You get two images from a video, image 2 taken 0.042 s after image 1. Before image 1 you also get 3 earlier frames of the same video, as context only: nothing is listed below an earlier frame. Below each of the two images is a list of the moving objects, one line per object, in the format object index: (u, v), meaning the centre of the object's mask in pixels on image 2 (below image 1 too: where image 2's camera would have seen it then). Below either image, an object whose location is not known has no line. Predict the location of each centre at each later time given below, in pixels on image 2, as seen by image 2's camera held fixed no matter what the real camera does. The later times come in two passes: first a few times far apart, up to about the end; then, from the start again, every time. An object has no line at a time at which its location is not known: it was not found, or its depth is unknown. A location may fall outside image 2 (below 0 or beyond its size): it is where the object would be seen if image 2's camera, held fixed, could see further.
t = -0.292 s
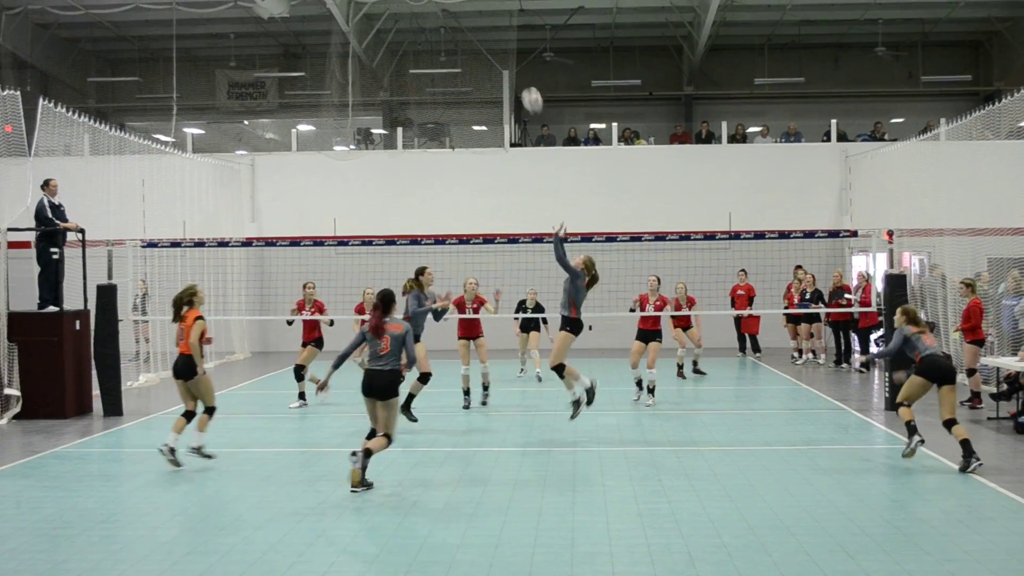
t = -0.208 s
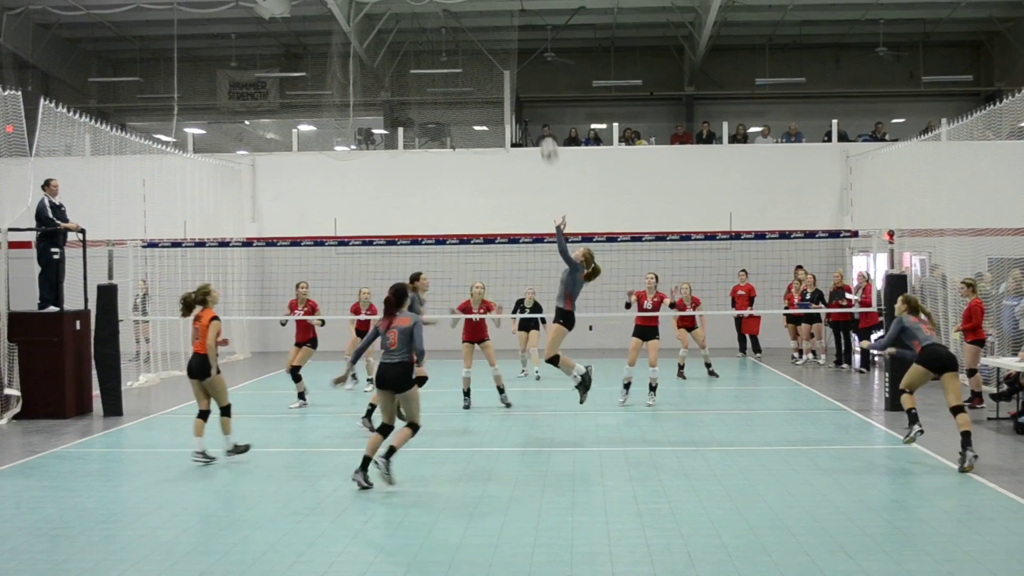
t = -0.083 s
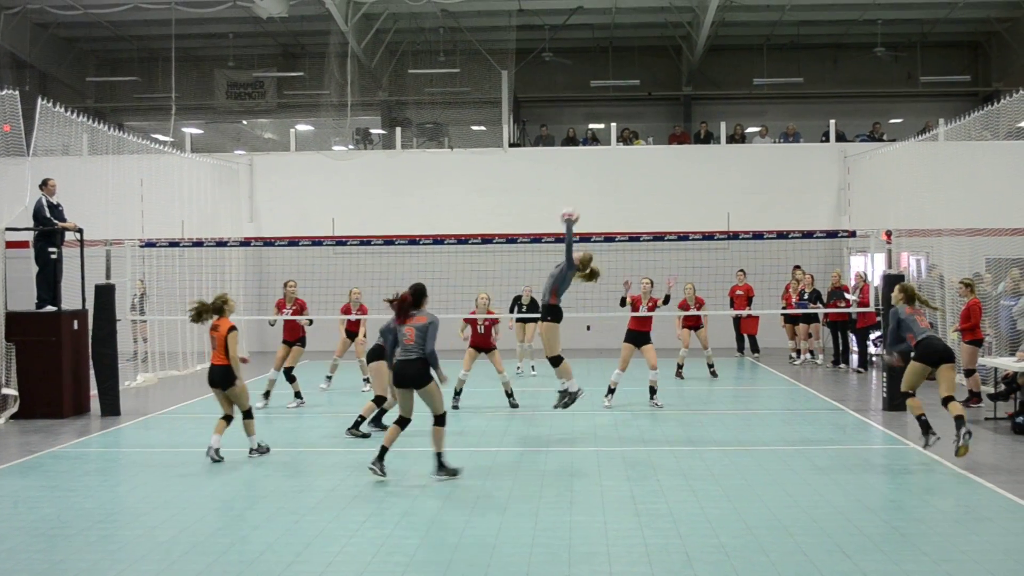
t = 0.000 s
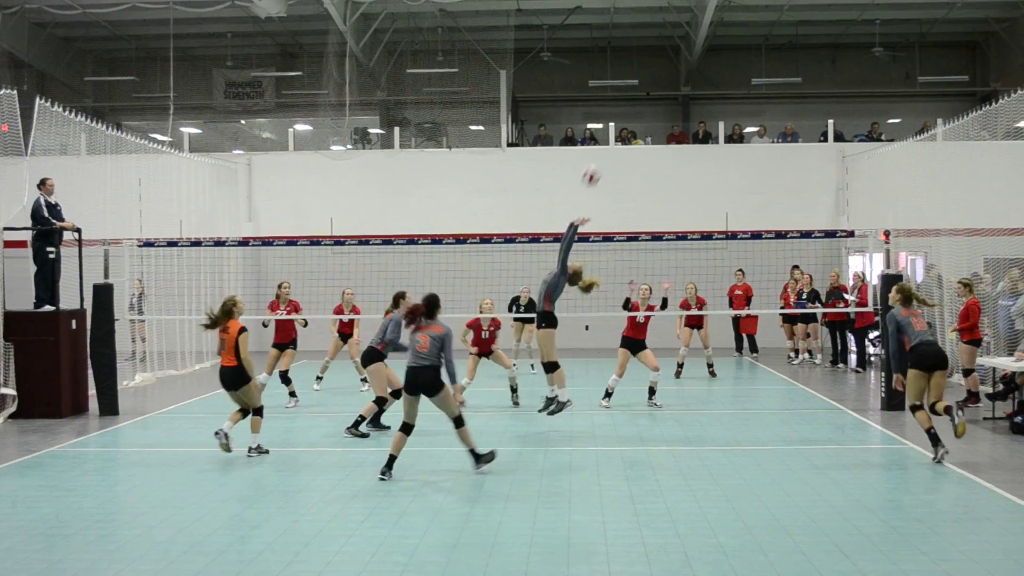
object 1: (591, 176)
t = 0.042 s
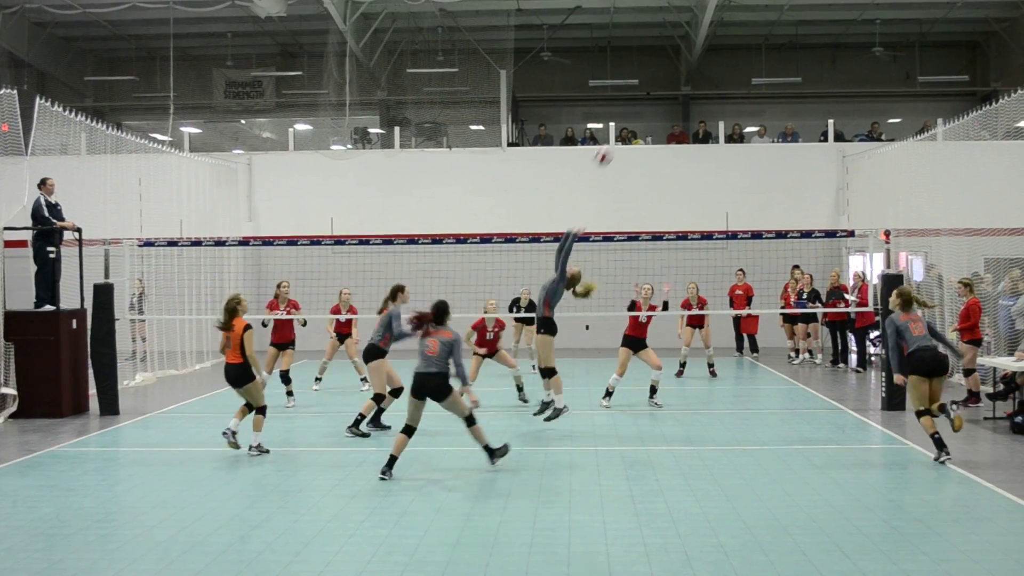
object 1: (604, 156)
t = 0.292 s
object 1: (673, 76)
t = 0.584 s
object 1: (750, 54)
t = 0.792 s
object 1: (803, 83)
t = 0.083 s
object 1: (615, 137)
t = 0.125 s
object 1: (627, 123)
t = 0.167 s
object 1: (639, 108)
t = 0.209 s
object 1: (650, 96)
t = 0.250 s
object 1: (661, 85)
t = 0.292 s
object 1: (673, 76)
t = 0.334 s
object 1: (684, 67)
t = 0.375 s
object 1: (696, 61)
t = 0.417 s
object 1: (706, 58)
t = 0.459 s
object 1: (717, 53)
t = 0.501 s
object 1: (729, 51)
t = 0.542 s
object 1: (739, 52)
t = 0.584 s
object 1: (750, 54)
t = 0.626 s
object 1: (761, 56)
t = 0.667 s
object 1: (772, 60)
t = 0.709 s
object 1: (782, 66)
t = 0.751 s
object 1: (793, 74)
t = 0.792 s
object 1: (803, 83)
